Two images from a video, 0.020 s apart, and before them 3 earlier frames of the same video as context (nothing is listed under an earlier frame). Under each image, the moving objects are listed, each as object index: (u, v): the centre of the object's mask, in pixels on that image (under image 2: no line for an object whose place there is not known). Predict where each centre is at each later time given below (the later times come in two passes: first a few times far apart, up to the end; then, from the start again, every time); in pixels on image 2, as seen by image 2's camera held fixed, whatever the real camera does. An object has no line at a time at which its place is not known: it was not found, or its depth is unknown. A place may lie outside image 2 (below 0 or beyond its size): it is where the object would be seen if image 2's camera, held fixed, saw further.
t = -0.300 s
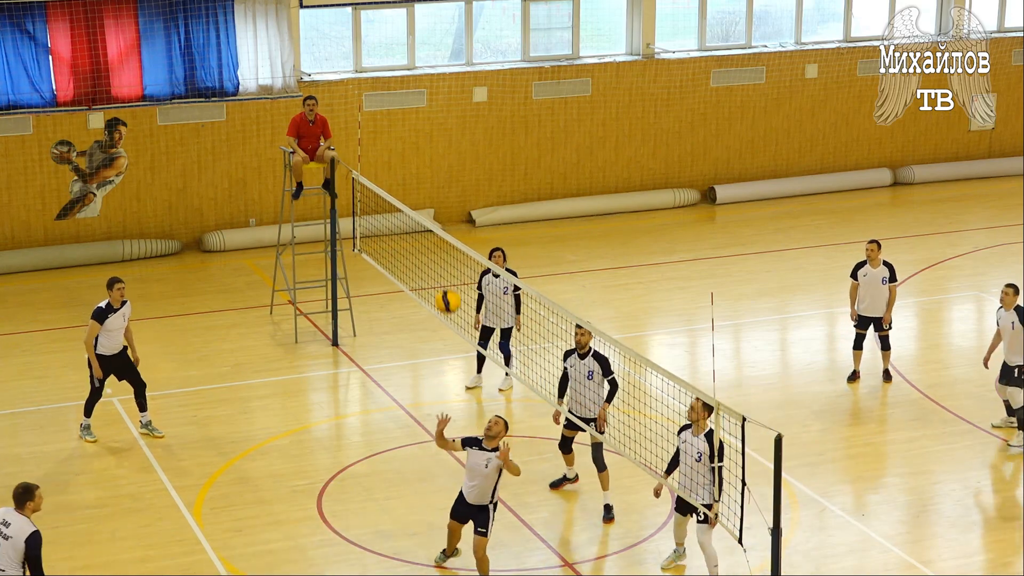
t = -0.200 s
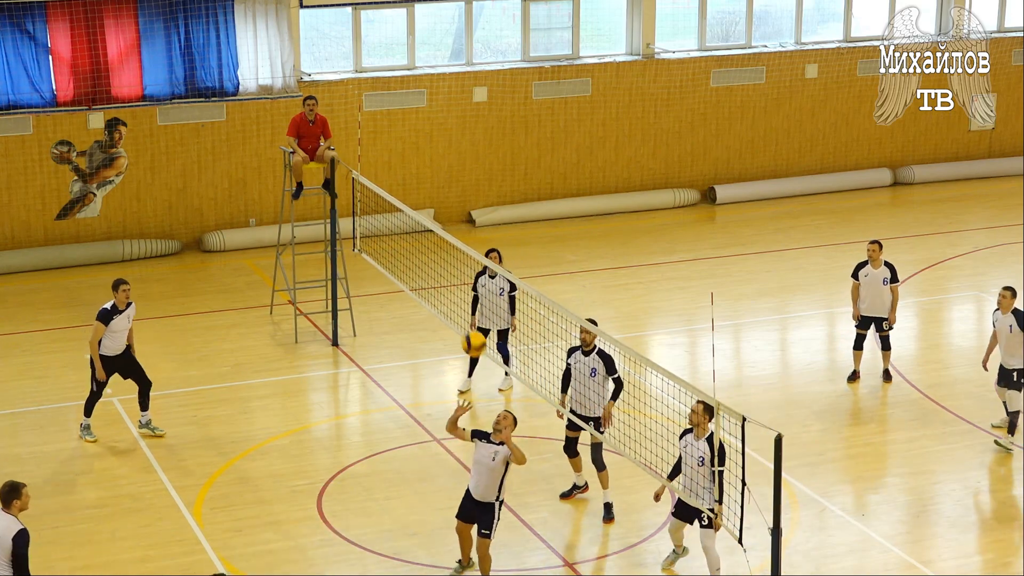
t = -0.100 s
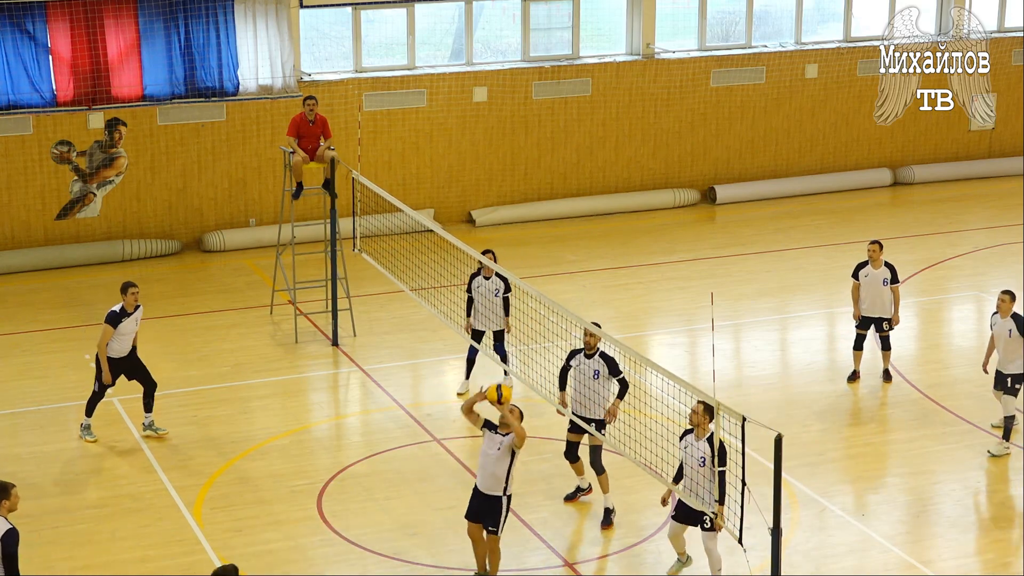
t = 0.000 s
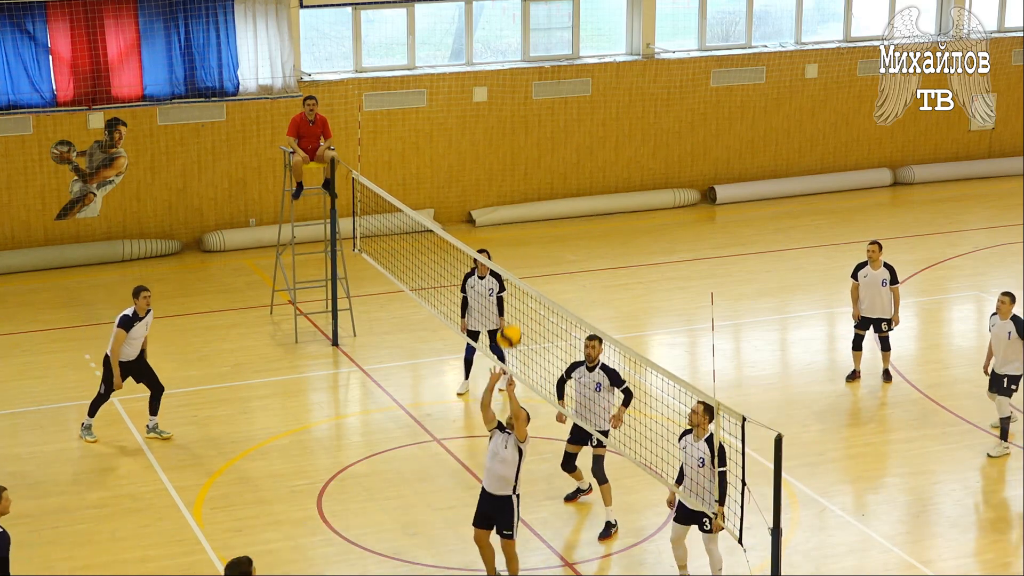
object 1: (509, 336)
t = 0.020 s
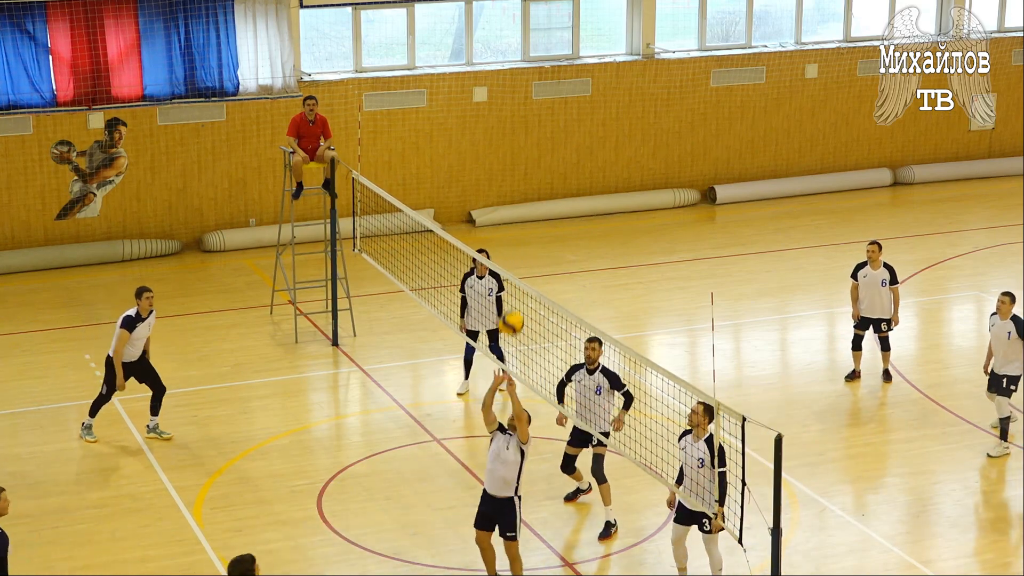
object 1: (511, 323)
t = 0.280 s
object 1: (539, 184)
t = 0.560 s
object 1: (568, 119)
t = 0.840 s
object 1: (597, 150)
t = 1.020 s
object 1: (615, 220)
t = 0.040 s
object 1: (514, 310)
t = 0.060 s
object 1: (516, 297)
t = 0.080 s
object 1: (518, 285)
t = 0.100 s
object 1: (520, 273)
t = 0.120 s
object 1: (523, 261)
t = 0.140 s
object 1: (525, 249)
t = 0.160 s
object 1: (527, 239)
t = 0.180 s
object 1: (528, 229)
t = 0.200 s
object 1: (530, 219)
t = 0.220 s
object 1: (533, 209)
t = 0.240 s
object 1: (534, 200)
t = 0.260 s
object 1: (537, 192)
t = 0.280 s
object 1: (539, 184)
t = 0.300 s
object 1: (541, 176)
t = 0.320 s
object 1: (543, 169)
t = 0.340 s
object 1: (545, 162)
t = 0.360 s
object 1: (547, 156)
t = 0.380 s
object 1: (549, 150)
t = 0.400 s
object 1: (551, 145)
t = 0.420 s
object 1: (553, 140)
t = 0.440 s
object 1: (555, 136)
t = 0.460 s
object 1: (558, 132)
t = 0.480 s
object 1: (560, 128)
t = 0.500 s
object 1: (562, 125)
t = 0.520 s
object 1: (564, 123)
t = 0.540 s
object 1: (566, 121)
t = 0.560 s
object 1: (568, 119)
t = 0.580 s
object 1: (570, 118)
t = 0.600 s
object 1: (572, 118)
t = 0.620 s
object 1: (574, 118)
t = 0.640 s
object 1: (577, 118)
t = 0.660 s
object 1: (579, 118)
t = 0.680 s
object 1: (581, 120)
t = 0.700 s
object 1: (583, 122)
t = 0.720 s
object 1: (585, 124)
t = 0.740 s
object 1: (587, 127)
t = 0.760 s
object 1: (589, 130)
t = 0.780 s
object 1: (591, 134)
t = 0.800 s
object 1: (593, 139)
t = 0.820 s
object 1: (595, 144)
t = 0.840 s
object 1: (597, 150)
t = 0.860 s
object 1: (599, 155)
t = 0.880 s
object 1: (601, 162)
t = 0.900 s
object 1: (603, 169)
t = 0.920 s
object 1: (605, 176)
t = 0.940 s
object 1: (607, 184)
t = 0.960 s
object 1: (609, 193)
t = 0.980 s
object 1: (611, 201)
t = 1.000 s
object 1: (614, 210)
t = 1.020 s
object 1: (615, 220)
